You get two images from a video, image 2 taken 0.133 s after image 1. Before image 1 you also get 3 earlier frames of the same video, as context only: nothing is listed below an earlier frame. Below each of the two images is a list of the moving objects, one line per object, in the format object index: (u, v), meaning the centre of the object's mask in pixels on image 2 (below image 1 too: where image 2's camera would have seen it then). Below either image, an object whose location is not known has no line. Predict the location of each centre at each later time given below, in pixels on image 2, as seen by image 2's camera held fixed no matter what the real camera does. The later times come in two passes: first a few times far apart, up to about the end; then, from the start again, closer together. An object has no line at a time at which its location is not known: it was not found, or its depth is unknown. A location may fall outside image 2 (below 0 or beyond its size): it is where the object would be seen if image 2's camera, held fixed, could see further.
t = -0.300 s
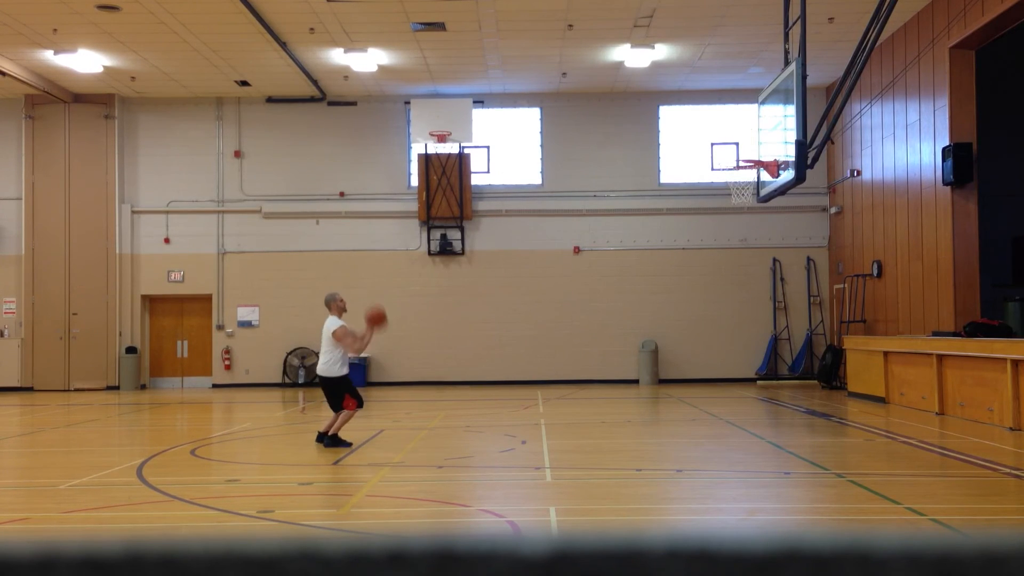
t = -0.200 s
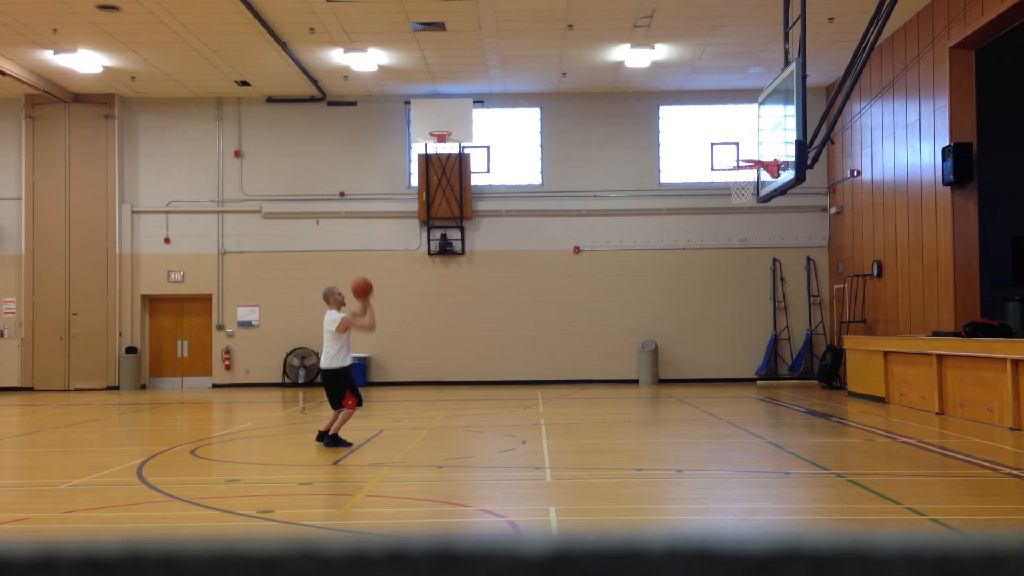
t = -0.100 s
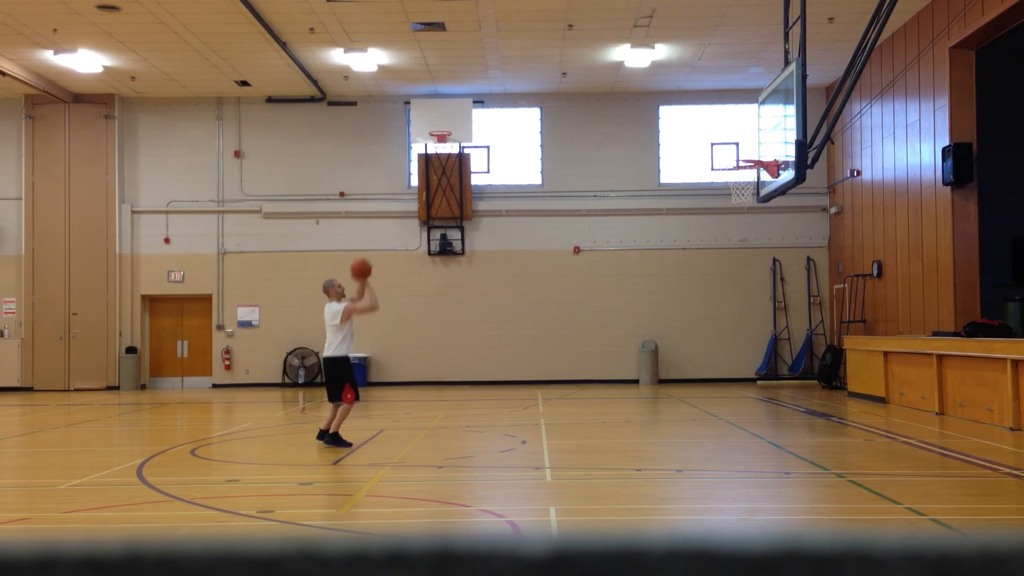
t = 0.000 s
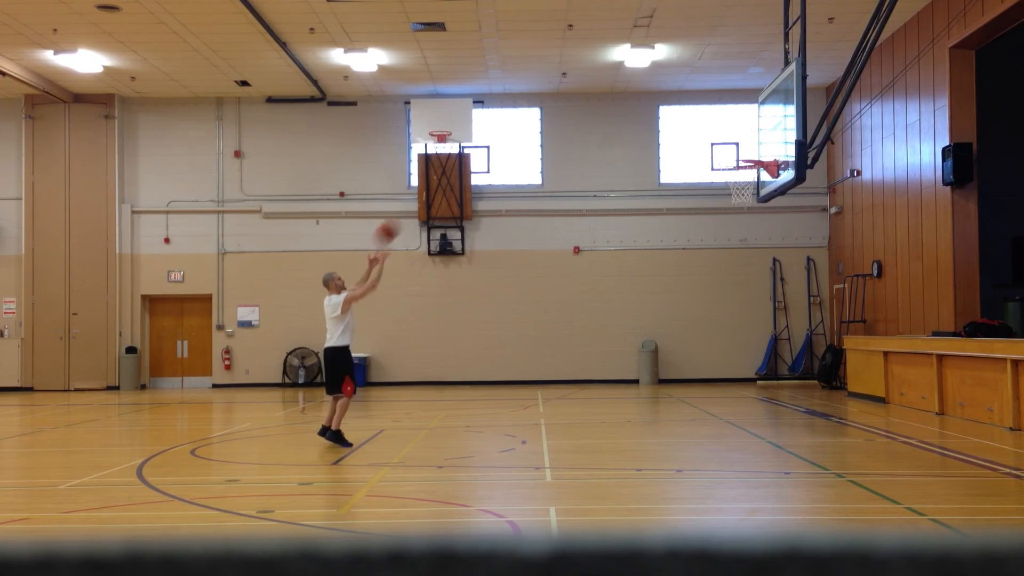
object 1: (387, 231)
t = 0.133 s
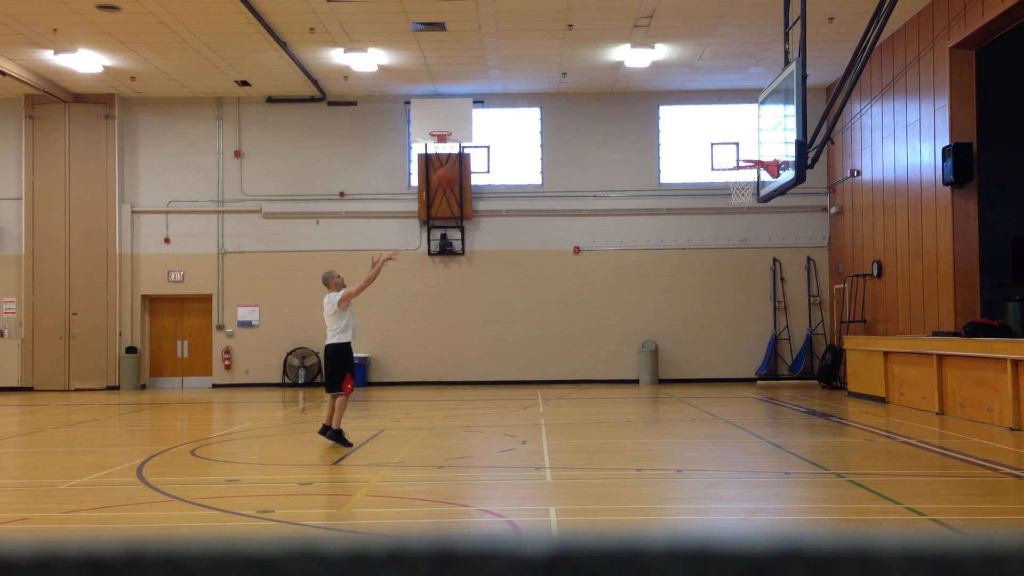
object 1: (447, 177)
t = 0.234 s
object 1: (491, 148)
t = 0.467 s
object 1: (592, 114)
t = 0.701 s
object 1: (692, 127)
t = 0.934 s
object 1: (733, 161)
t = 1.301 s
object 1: (759, 147)
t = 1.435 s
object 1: (769, 169)
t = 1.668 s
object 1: (783, 245)
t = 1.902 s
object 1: (799, 370)
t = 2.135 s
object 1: (808, 370)
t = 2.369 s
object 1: (812, 296)
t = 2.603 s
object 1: (817, 272)
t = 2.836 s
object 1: (823, 301)
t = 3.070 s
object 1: (830, 384)
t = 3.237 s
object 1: (836, 429)
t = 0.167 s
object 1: (460, 167)
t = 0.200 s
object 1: (476, 157)
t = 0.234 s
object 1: (491, 148)
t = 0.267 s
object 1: (506, 140)
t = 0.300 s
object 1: (520, 133)
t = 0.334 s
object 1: (536, 127)
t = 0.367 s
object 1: (550, 122)
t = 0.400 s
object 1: (563, 119)
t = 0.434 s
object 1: (577, 116)
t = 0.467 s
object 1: (592, 114)
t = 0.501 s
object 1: (607, 113)
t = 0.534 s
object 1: (621, 113)
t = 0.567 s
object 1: (635, 113)
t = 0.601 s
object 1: (648, 115)
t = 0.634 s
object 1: (662, 119)
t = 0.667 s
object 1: (678, 122)
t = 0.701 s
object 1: (692, 127)
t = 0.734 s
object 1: (706, 132)
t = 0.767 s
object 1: (721, 138)
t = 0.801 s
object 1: (735, 146)
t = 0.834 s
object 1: (748, 155)
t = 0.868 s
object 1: (747, 157)
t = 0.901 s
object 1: (736, 162)
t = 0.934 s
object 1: (733, 161)
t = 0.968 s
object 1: (737, 156)
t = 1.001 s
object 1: (740, 152)
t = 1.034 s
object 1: (744, 150)
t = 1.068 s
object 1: (745, 146)
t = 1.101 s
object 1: (747, 143)
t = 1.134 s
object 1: (749, 141)
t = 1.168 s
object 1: (751, 141)
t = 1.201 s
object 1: (753, 141)
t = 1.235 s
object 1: (755, 142)
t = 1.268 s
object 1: (757, 144)
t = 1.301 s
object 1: (759, 147)
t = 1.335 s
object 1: (761, 152)
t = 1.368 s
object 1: (763, 156)
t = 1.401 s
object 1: (766, 162)
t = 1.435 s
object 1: (769, 169)
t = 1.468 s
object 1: (769, 174)
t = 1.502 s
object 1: (772, 188)
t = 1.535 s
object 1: (774, 196)
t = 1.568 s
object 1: (777, 208)
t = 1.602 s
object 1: (778, 219)
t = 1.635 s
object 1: (780, 232)
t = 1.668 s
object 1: (783, 245)
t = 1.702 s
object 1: (785, 261)
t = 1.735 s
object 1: (788, 276)
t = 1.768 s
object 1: (790, 293)
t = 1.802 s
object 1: (793, 312)
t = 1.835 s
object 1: (795, 331)
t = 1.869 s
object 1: (796, 350)
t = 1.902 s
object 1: (799, 370)
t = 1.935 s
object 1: (803, 392)
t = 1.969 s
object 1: (805, 414)
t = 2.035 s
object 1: (807, 422)
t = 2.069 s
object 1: (808, 404)
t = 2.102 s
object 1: (808, 386)
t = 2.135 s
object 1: (808, 370)
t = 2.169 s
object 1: (808, 358)
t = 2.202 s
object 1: (809, 346)
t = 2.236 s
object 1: (810, 335)
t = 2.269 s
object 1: (810, 322)
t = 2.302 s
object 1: (810, 313)
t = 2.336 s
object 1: (811, 304)
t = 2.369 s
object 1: (812, 296)
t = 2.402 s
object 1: (813, 289)
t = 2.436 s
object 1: (813, 284)
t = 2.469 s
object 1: (814, 279)
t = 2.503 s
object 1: (815, 276)
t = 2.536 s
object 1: (816, 273)
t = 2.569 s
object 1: (816, 272)
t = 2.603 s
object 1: (817, 272)
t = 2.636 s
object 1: (818, 273)
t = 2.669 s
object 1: (818, 275)
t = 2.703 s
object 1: (819, 278)
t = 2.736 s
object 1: (820, 282)
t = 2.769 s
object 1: (821, 287)
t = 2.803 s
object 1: (822, 294)
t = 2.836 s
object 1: (823, 301)
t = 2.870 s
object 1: (824, 309)
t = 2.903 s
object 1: (824, 318)
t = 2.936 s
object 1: (825, 330)
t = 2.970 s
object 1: (826, 342)
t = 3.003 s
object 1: (828, 356)
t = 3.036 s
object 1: (828, 369)
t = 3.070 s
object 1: (830, 384)
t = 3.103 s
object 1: (832, 399)
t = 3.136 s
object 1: (833, 420)
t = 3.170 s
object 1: (834, 437)
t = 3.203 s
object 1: (835, 443)
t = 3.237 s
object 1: (836, 429)
